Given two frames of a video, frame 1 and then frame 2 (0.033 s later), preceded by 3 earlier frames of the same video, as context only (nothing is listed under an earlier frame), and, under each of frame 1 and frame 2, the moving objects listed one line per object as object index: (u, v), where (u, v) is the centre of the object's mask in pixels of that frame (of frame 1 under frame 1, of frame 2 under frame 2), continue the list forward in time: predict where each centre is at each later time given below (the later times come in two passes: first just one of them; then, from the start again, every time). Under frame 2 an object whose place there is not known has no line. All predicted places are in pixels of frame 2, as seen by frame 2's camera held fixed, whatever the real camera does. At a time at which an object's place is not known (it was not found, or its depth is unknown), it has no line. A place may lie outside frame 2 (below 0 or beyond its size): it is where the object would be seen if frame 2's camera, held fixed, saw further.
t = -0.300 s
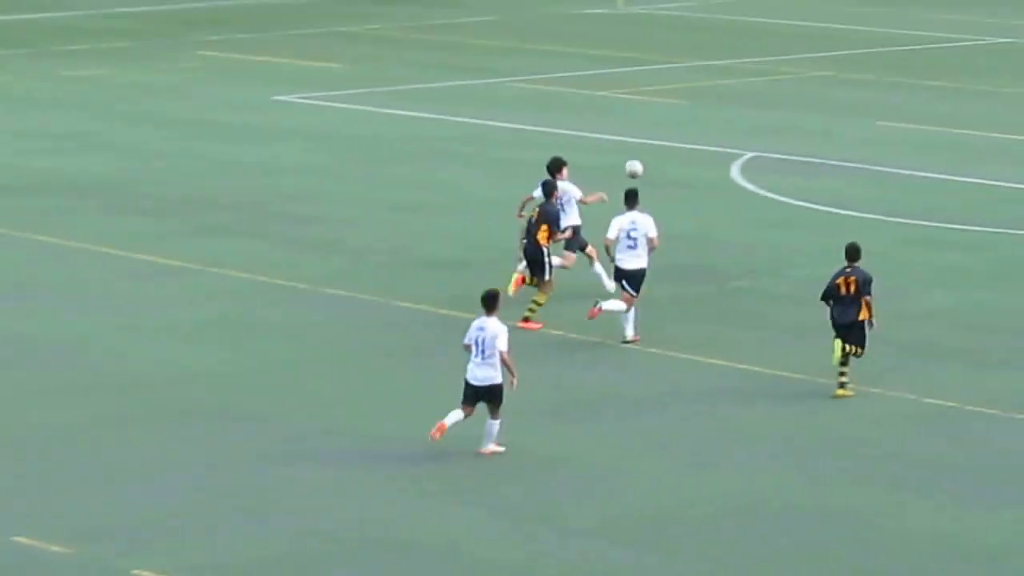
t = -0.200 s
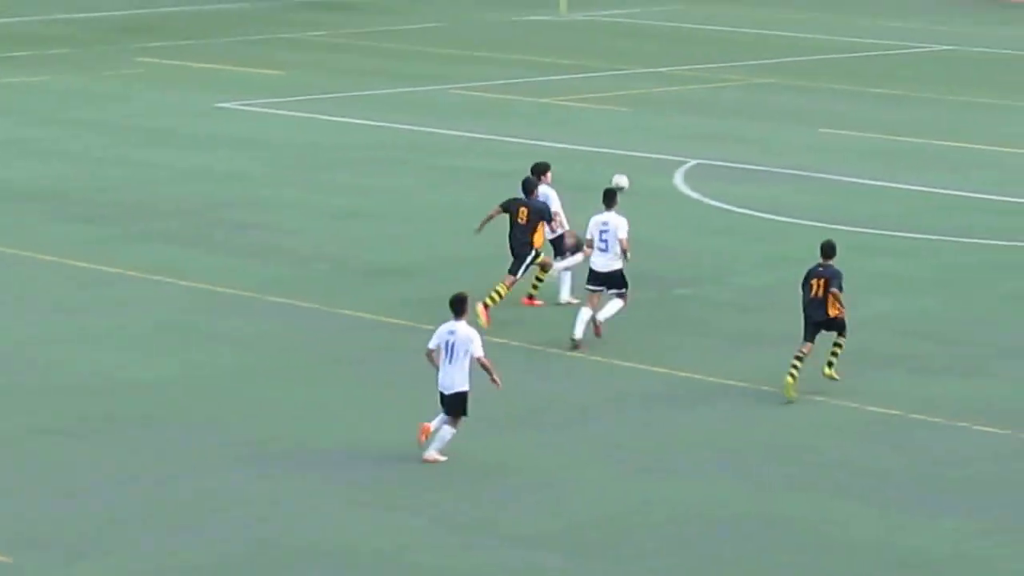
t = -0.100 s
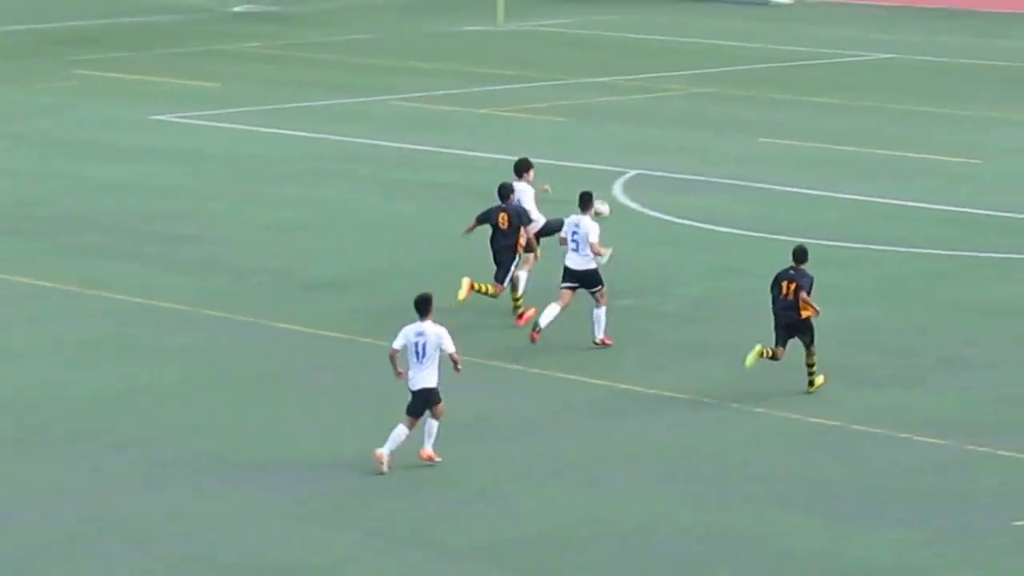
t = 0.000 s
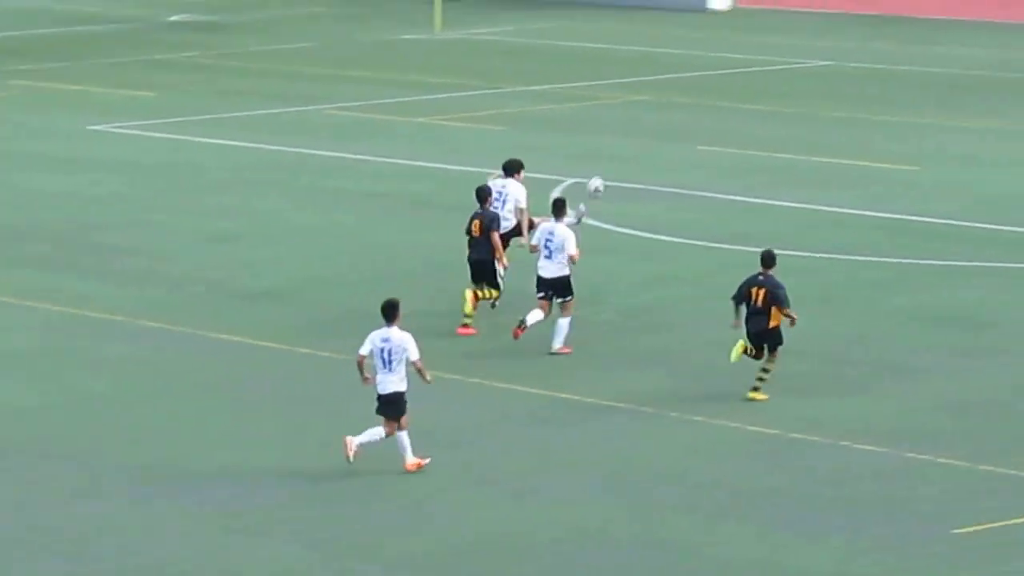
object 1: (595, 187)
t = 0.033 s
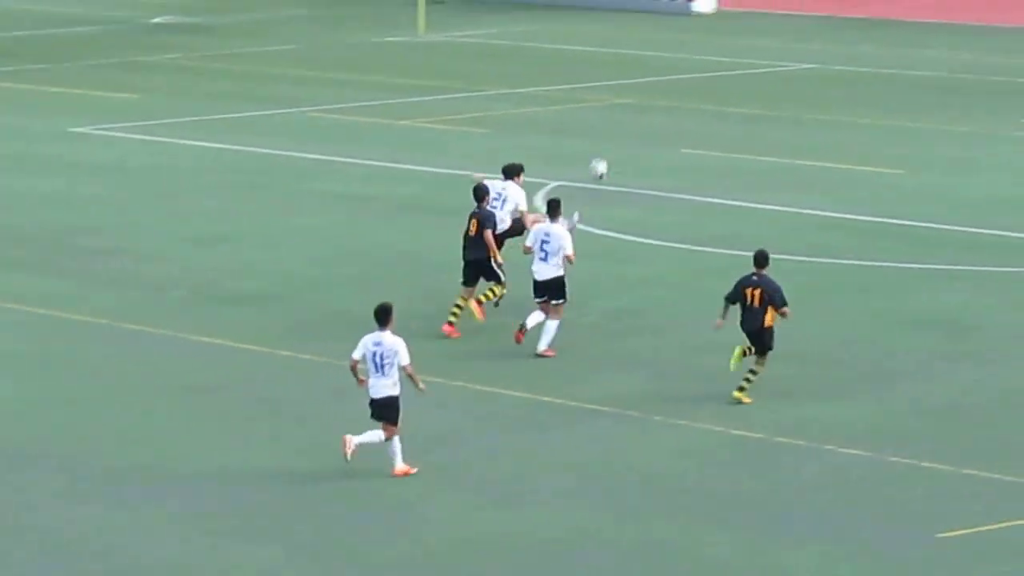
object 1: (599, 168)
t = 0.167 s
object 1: (681, 98)
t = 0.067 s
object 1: (618, 149)
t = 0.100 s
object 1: (640, 132)
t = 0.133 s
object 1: (660, 114)
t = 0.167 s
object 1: (681, 98)
